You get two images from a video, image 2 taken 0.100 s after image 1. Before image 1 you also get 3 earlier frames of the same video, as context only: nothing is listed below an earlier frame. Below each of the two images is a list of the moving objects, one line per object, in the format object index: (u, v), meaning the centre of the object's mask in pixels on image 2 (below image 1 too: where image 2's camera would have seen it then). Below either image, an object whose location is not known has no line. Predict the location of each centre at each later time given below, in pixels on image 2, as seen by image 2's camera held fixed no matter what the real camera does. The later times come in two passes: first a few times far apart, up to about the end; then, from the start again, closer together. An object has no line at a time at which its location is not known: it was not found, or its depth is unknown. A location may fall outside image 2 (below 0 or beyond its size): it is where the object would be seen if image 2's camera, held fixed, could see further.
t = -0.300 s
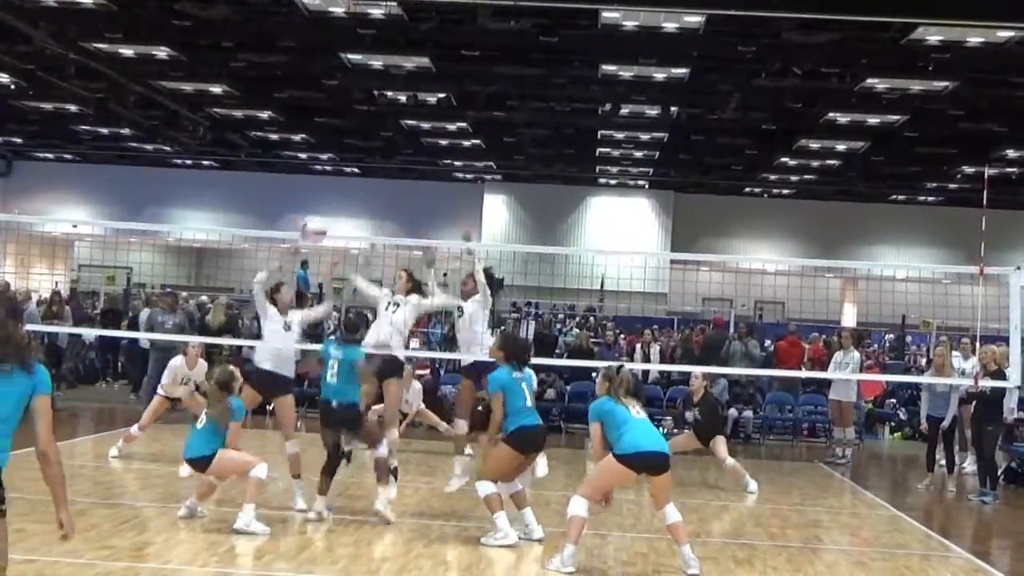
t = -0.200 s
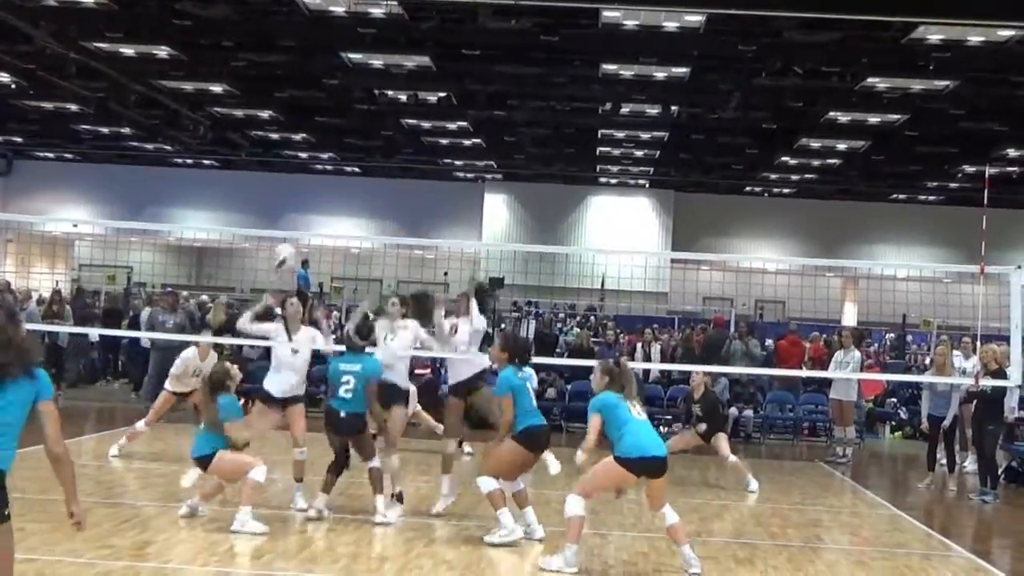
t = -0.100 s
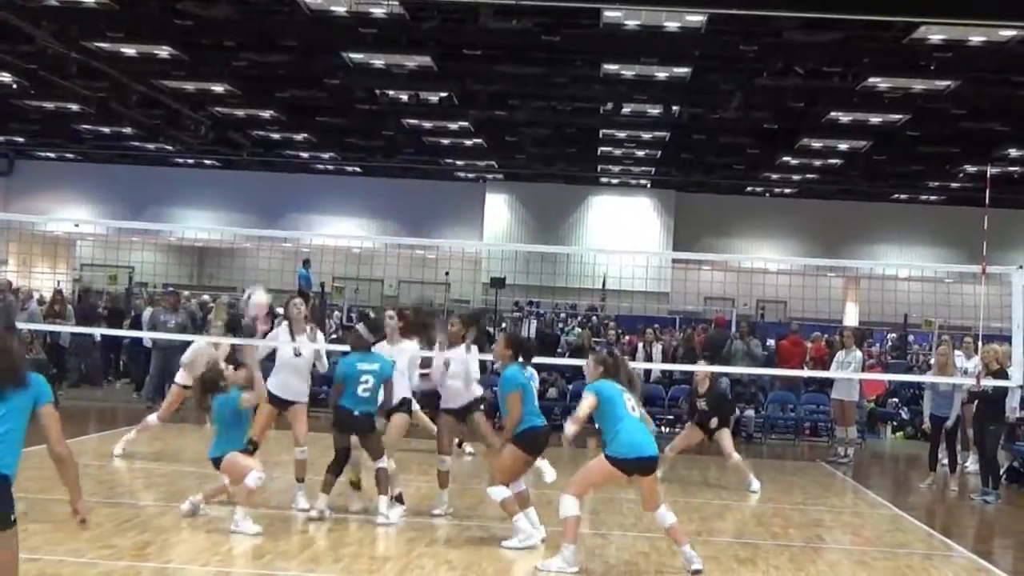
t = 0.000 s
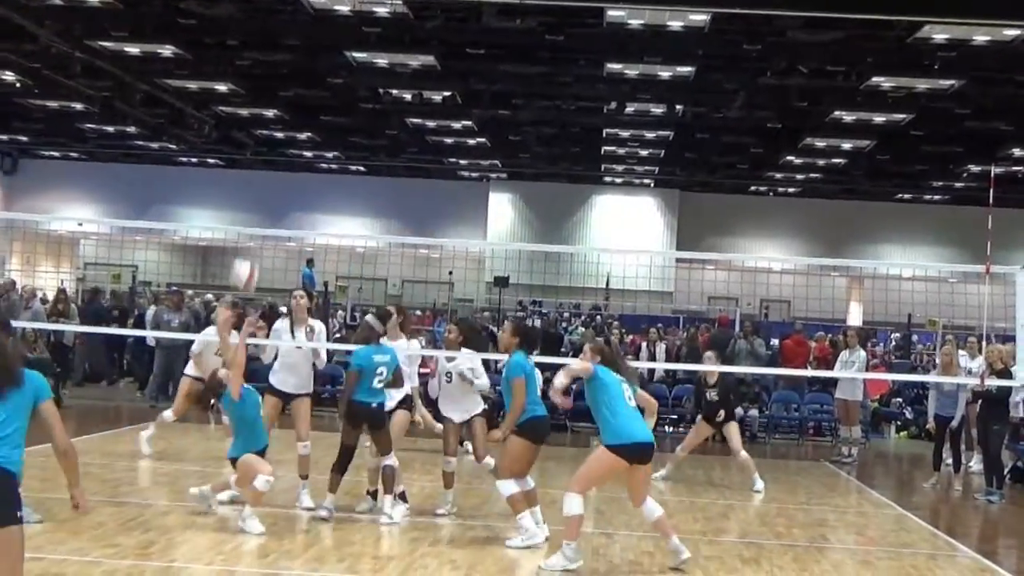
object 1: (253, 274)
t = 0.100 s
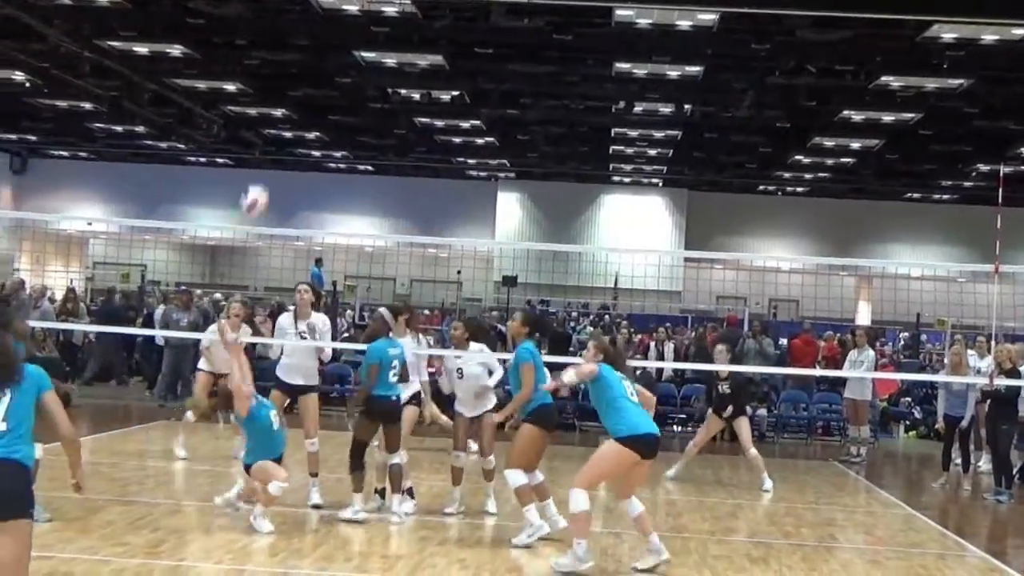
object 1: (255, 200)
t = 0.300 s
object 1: (256, 94)
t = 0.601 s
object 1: (252, 36)
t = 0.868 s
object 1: (243, 91)
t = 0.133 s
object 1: (255, 179)
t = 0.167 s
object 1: (255, 160)
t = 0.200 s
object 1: (256, 141)
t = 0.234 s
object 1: (256, 125)
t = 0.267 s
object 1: (256, 109)
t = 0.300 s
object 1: (256, 94)
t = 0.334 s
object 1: (256, 82)
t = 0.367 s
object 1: (256, 71)
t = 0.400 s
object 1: (256, 61)
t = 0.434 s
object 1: (255, 53)
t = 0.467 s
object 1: (254, 47)
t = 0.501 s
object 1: (254, 41)
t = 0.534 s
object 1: (253, 38)
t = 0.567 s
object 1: (253, 37)
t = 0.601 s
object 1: (252, 36)
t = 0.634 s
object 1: (251, 37)
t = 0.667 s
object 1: (250, 40)
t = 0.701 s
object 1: (249, 44)
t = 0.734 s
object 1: (248, 50)
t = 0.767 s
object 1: (247, 58)
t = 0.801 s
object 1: (245, 67)
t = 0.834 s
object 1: (244, 78)
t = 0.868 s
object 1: (243, 91)
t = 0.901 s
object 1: (241, 106)
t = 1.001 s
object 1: (236, 159)
